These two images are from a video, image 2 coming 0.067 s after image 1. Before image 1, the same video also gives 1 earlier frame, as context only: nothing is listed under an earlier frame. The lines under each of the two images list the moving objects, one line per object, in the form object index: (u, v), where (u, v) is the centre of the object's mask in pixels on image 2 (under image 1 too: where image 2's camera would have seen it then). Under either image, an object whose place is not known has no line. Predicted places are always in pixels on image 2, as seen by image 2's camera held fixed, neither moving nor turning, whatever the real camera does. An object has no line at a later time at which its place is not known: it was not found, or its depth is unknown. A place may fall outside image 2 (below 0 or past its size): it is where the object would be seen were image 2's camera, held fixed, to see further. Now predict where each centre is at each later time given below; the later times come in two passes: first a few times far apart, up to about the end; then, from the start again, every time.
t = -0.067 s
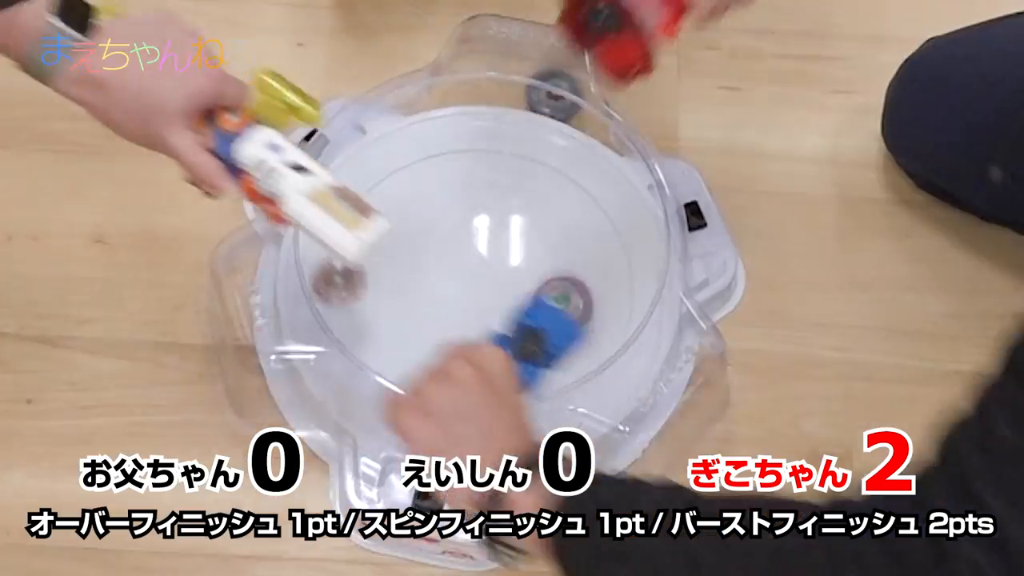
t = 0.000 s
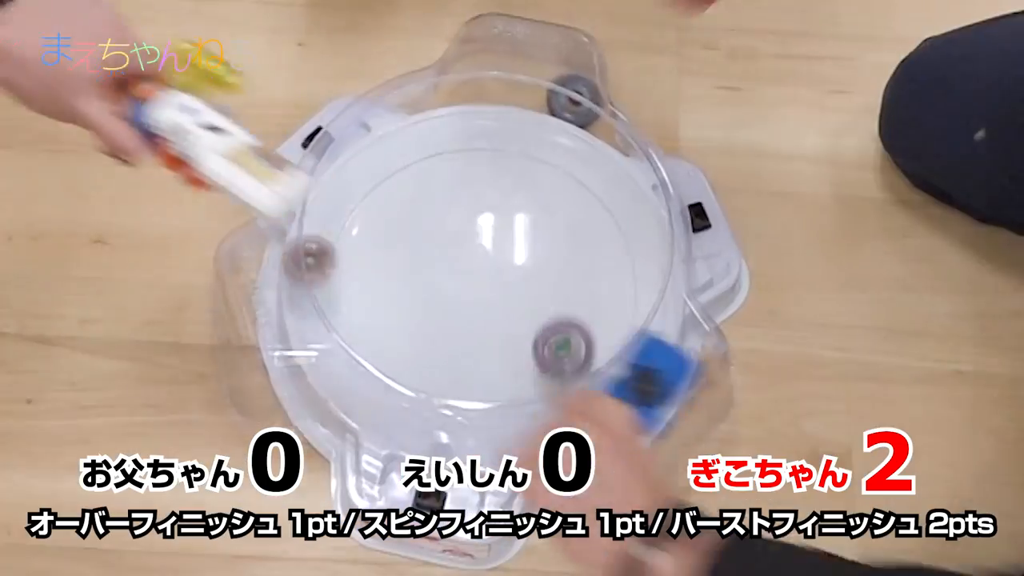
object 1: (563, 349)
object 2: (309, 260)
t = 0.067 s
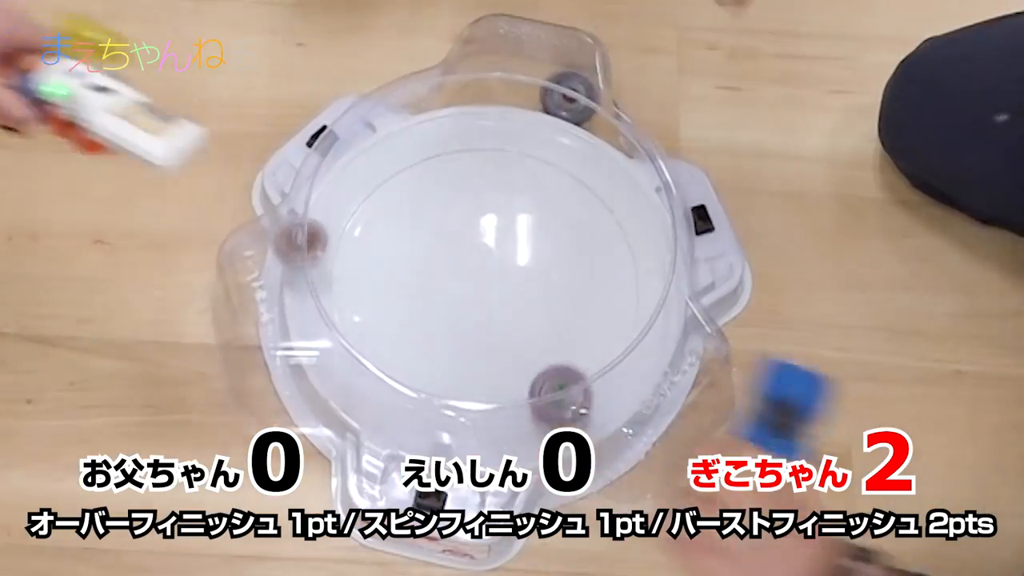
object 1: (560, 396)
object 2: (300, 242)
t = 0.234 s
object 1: (552, 406)
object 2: (359, 241)
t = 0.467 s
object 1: (531, 323)
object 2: (509, 255)
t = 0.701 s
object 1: (520, 357)
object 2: (518, 129)
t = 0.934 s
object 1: (507, 349)
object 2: (456, 156)
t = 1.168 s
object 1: (462, 314)
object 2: (416, 266)
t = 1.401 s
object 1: (455, 333)
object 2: (439, 257)
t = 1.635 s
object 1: (460, 330)
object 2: (472, 225)
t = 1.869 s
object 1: (463, 281)
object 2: (474, 204)
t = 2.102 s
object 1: (423, 257)
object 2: (479, 194)
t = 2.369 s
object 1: (424, 261)
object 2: (487, 205)
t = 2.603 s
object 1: (454, 265)
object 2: (520, 234)
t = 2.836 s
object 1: (498, 258)
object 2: (560, 240)
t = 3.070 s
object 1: (491, 254)
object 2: (580, 224)
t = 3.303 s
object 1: (474, 265)
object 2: (550, 241)
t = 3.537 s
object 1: (464, 276)
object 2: (579, 295)
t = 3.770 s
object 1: (459, 311)
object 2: (596, 286)
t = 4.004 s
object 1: (486, 325)
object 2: (545, 291)
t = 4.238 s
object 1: (466, 326)
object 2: (531, 324)
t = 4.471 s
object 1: (462, 314)
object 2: (530, 345)
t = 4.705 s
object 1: (463, 283)
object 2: (519, 335)
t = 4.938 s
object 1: (464, 252)
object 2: (470, 330)
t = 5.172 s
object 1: (453, 230)
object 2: (444, 346)
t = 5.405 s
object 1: (448, 244)
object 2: (464, 331)
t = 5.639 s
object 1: (476, 239)
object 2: (451, 320)
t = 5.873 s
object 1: (499, 242)
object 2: (449, 306)
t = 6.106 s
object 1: (516, 260)
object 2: (441, 286)
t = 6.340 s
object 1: (523, 286)
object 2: (432, 277)
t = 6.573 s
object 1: (524, 306)
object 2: (439, 271)
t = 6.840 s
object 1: (506, 317)
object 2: (462, 250)
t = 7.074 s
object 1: (484, 316)
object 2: (467, 246)
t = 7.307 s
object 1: (460, 313)
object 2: (488, 245)
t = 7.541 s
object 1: (447, 329)
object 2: (510, 222)
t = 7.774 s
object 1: (452, 307)
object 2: (499, 227)
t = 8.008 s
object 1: (446, 282)
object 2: (515, 249)
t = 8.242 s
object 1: (454, 269)
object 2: (535, 265)
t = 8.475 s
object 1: (476, 254)
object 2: (540, 279)
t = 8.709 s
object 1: (496, 246)
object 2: (536, 294)
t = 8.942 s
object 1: (502, 249)
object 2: (523, 310)
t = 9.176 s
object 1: (501, 258)
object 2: (508, 328)
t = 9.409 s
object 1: (496, 268)
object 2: (491, 347)
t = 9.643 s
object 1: (487, 279)
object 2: (478, 352)
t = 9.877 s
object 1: (478, 281)
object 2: (462, 340)
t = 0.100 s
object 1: (555, 410)
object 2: (306, 235)
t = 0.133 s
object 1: (552, 418)
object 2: (316, 237)
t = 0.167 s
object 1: (551, 416)
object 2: (329, 237)
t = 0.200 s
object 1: (551, 411)
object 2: (343, 236)
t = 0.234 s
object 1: (552, 406)
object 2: (359, 241)
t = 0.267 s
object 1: (552, 398)
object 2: (381, 243)
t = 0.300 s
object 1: (550, 386)
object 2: (404, 247)
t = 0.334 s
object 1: (547, 371)
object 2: (427, 256)
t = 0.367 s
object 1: (544, 358)
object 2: (451, 262)
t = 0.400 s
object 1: (539, 341)
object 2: (475, 267)
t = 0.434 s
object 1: (533, 324)
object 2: (497, 272)
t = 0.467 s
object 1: (531, 323)
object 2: (509, 255)
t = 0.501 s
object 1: (530, 332)
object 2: (518, 230)
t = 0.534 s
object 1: (529, 338)
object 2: (523, 210)
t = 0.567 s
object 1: (527, 345)
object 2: (526, 186)
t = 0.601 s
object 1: (525, 350)
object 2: (527, 163)
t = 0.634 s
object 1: (524, 354)
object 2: (526, 147)
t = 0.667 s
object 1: (522, 357)
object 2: (523, 135)
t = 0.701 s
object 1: (520, 357)
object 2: (518, 129)
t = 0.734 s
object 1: (519, 359)
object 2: (511, 126)
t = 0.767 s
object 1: (517, 359)
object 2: (503, 125)
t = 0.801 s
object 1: (516, 358)
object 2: (495, 125)
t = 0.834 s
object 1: (514, 357)
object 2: (486, 128)
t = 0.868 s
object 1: (512, 355)
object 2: (476, 134)
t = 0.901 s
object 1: (510, 352)
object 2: (465, 144)
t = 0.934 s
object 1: (507, 349)
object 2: (456, 156)
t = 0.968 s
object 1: (503, 345)
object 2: (446, 172)
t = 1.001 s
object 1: (498, 341)
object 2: (437, 189)
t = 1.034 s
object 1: (492, 336)
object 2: (429, 205)
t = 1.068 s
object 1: (485, 330)
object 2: (422, 223)
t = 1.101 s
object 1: (477, 325)
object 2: (418, 240)
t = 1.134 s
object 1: (470, 320)
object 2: (416, 255)
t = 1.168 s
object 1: (462, 314)
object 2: (416, 266)
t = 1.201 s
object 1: (457, 314)
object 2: (416, 272)
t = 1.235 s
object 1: (456, 318)
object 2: (415, 268)
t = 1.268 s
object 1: (457, 323)
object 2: (417, 266)
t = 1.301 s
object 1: (457, 326)
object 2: (422, 264)
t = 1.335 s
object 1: (457, 329)
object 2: (427, 263)
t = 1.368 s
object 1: (456, 331)
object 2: (433, 260)
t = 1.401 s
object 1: (455, 333)
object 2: (439, 257)
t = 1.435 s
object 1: (453, 334)
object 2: (445, 253)
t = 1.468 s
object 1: (451, 335)
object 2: (451, 249)
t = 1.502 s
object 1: (450, 336)
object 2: (456, 245)
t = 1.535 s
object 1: (451, 335)
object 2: (461, 238)
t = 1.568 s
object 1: (453, 334)
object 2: (466, 234)
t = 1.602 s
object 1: (456, 332)
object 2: (469, 230)
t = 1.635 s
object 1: (460, 330)
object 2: (472, 225)
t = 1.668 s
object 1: (463, 327)
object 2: (474, 221)
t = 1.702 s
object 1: (465, 323)
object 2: (475, 216)
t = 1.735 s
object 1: (466, 317)
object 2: (476, 213)
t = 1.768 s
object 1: (467, 309)
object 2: (476, 209)
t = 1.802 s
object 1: (467, 299)
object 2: (476, 206)
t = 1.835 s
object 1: (466, 290)
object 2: (475, 204)
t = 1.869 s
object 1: (463, 281)
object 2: (474, 204)
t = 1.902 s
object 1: (460, 273)
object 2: (473, 204)
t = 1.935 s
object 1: (456, 264)
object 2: (472, 204)
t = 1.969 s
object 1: (450, 257)
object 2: (471, 205)
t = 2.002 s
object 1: (441, 257)
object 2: (473, 202)
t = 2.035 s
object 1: (433, 257)
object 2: (476, 199)
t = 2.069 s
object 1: (428, 257)
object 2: (478, 197)
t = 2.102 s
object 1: (423, 257)
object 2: (479, 194)
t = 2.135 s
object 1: (421, 257)
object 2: (481, 194)
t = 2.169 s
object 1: (419, 257)
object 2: (482, 193)
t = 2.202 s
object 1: (418, 258)
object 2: (482, 194)
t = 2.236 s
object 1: (418, 258)
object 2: (482, 195)
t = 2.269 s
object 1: (418, 259)
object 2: (483, 196)
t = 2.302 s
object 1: (420, 259)
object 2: (484, 199)
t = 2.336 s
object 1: (421, 260)
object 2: (485, 201)
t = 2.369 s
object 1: (424, 261)
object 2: (487, 205)
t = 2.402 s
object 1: (426, 261)
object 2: (489, 208)
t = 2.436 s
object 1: (429, 262)
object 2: (493, 212)
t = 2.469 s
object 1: (433, 262)
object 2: (497, 217)
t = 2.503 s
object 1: (438, 263)
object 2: (501, 222)
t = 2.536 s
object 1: (443, 264)
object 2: (507, 227)
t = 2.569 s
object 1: (448, 264)
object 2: (513, 231)
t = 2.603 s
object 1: (454, 265)
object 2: (520, 234)
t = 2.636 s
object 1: (460, 265)
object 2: (526, 237)
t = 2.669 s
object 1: (467, 265)
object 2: (533, 239)
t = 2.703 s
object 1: (474, 264)
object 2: (540, 241)
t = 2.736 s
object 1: (480, 263)
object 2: (546, 241)
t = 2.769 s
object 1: (487, 262)
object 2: (552, 242)
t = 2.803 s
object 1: (492, 260)
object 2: (556, 240)
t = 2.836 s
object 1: (498, 258)
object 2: (560, 240)
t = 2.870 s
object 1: (503, 256)
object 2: (564, 238)
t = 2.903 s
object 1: (508, 255)
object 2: (566, 236)
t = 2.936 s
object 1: (509, 254)
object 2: (570, 234)
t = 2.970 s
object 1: (505, 254)
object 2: (576, 231)
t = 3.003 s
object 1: (501, 254)
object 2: (580, 228)
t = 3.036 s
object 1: (496, 254)
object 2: (580, 226)
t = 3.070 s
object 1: (491, 254)
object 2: (580, 224)
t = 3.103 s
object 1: (486, 254)
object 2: (577, 222)
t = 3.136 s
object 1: (482, 255)
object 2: (573, 221)
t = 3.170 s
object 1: (479, 257)
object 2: (569, 221)
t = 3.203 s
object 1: (477, 259)
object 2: (563, 224)
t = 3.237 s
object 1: (475, 261)
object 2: (558, 228)
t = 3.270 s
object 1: (474, 263)
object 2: (554, 234)
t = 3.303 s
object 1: (474, 265)
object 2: (550, 241)
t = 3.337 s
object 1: (475, 266)
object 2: (547, 249)
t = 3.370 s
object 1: (478, 267)
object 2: (545, 257)
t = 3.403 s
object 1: (482, 268)
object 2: (545, 266)
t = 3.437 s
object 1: (477, 269)
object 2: (554, 277)
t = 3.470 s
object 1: (470, 271)
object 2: (564, 286)
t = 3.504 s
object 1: (467, 273)
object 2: (571, 290)
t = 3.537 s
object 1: (464, 276)
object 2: (579, 295)
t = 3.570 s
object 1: (461, 281)
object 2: (585, 297)
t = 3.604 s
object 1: (458, 285)
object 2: (591, 298)
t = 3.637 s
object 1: (456, 291)
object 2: (595, 297)
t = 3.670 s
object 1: (456, 296)
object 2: (597, 295)
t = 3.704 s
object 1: (456, 301)
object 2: (598, 292)
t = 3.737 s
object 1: (457, 307)
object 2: (598, 289)
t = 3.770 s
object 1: (459, 311)
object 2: (596, 286)
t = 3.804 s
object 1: (462, 315)
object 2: (591, 284)
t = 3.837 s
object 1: (465, 319)
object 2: (586, 283)
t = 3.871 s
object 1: (469, 322)
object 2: (579, 283)
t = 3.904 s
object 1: (473, 325)
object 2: (572, 283)
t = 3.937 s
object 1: (477, 326)
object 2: (563, 284)
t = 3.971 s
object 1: (482, 327)
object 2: (555, 286)
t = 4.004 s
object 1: (486, 325)
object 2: (545, 291)
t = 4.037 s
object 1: (486, 324)
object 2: (540, 295)
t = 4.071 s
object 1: (482, 324)
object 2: (538, 299)
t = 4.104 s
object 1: (477, 324)
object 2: (537, 303)
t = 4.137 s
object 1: (473, 324)
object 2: (536, 308)
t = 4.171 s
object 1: (470, 325)
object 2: (535, 313)
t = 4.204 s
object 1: (468, 325)
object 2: (533, 318)
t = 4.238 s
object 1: (466, 326)
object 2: (531, 324)
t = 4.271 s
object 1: (465, 325)
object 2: (530, 328)
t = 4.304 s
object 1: (464, 325)
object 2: (528, 333)
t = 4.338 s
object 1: (463, 324)
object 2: (527, 337)
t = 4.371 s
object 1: (463, 322)
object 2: (528, 340)
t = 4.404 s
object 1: (462, 320)
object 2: (528, 342)
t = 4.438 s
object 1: (462, 317)
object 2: (530, 344)
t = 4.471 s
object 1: (462, 314)
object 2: (530, 345)
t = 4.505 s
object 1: (462, 310)
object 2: (531, 345)
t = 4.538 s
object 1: (462, 305)
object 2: (532, 344)
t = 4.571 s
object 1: (461, 300)
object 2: (533, 342)
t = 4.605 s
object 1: (461, 296)
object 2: (532, 341)
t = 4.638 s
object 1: (462, 292)
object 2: (529, 339)
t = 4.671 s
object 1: (462, 287)
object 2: (525, 337)
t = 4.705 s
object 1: (463, 283)
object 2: (519, 335)
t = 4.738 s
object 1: (464, 279)
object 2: (512, 334)
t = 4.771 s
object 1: (465, 275)
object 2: (506, 332)
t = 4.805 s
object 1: (465, 270)
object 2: (499, 330)
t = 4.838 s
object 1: (465, 266)
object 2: (491, 329)
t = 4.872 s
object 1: (465, 261)
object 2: (484, 330)
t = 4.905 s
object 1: (465, 256)
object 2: (477, 330)
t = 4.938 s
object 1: (464, 252)
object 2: (470, 330)
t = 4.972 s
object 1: (463, 248)
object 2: (464, 331)
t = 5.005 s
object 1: (462, 244)
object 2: (458, 333)
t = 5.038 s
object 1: (461, 240)
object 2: (454, 336)
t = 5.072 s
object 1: (460, 237)
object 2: (450, 338)
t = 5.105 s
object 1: (458, 235)
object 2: (446, 340)
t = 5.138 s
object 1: (456, 232)
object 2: (444, 343)
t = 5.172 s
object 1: (453, 230)
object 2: (444, 346)
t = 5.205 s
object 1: (452, 230)
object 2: (446, 348)
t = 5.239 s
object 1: (450, 230)
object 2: (449, 348)
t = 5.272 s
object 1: (448, 231)
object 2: (452, 348)
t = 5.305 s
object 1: (447, 233)
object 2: (457, 345)
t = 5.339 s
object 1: (447, 235)
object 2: (461, 342)
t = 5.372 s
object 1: (447, 239)
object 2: (463, 337)
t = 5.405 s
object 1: (448, 244)
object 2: (464, 331)
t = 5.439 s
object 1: (450, 249)
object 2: (464, 324)
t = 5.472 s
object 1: (453, 254)
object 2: (461, 317)
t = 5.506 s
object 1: (457, 253)
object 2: (457, 317)
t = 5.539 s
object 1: (462, 247)
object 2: (454, 320)
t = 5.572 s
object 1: (467, 243)
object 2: (452, 320)
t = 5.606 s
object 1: (472, 240)
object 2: (451, 320)
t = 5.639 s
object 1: (476, 239)
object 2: (451, 320)
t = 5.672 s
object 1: (480, 237)
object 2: (451, 321)
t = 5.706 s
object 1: (483, 237)
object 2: (453, 319)
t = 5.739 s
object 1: (486, 237)
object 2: (453, 318)
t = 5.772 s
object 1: (489, 238)
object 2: (452, 316)
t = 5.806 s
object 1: (492, 239)
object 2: (451, 313)
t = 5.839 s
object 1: (495, 240)
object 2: (450, 310)
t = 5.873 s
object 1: (499, 242)
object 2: (449, 306)
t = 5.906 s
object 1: (502, 244)
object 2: (448, 303)
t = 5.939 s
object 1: (505, 246)
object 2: (448, 300)
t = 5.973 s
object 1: (508, 248)
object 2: (446, 298)
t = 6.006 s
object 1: (510, 250)
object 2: (445, 295)
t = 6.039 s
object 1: (513, 253)
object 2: (443, 291)
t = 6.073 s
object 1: (514, 256)
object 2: (442, 289)
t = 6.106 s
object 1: (516, 260)
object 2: (441, 286)
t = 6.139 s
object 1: (517, 263)
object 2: (438, 284)
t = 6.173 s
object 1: (518, 267)
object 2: (437, 281)
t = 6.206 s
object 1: (519, 270)
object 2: (435, 279)
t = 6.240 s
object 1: (520, 275)
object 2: (434, 278)
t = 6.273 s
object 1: (521, 279)
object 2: (433, 278)
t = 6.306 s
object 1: (522, 283)
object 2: (433, 277)
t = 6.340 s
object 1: (523, 286)
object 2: (432, 277)
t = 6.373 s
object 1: (524, 290)
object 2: (432, 277)
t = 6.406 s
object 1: (525, 293)
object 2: (432, 277)
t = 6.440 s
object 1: (525, 296)
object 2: (433, 277)
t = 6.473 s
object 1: (526, 299)
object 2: (433, 276)
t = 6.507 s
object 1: (525, 302)
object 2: (435, 274)
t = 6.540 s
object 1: (525, 304)
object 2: (436, 273)
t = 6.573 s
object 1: (524, 306)
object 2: (439, 271)
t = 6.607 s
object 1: (523, 309)
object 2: (442, 269)
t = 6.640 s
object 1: (521, 310)
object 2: (445, 267)
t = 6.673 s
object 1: (520, 312)
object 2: (449, 263)
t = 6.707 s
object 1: (517, 313)
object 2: (452, 262)
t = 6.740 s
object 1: (515, 315)
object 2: (454, 259)
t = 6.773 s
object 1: (513, 316)
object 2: (457, 257)
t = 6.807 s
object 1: (509, 317)
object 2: (460, 252)
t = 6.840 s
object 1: (506, 317)
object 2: (462, 250)
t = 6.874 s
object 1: (503, 318)
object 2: (465, 247)
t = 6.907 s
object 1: (500, 318)
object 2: (466, 246)
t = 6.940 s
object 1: (496, 318)
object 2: (466, 246)
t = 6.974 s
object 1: (493, 318)
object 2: (467, 245)
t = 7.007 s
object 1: (490, 318)
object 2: (467, 244)
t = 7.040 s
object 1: (487, 317)
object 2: (466, 245)
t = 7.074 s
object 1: (484, 316)
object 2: (467, 246)
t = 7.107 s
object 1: (482, 314)
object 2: (468, 246)
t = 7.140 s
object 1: (479, 313)
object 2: (469, 247)
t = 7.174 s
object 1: (476, 311)
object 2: (470, 248)
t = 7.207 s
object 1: (473, 310)
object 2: (472, 249)
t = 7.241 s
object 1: (471, 309)
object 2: (474, 250)
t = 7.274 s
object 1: (468, 307)
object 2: (478, 251)
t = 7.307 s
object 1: (460, 313)
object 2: (488, 245)
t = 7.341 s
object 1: (454, 320)
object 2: (498, 237)
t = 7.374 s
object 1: (449, 325)
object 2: (505, 233)
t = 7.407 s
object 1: (447, 328)
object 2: (510, 229)
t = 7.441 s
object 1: (445, 330)
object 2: (512, 226)
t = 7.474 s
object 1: (446, 331)
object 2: (512, 224)
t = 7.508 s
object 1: (446, 331)
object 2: (511, 223)
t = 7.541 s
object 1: (447, 329)
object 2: (510, 222)
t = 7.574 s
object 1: (447, 328)
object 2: (508, 221)
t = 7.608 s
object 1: (448, 325)
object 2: (506, 220)
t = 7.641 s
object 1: (450, 322)
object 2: (505, 220)
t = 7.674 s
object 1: (451, 319)
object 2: (503, 221)
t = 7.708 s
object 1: (451, 315)
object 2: (501, 223)
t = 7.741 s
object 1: (452, 311)
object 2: (500, 225)
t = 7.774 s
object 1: (452, 307)
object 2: (499, 227)
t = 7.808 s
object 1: (453, 303)
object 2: (498, 230)
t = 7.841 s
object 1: (453, 298)
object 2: (498, 235)
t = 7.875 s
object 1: (454, 293)
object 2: (498, 239)
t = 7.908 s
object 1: (455, 288)
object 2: (498, 243)
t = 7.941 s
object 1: (454, 284)
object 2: (501, 246)
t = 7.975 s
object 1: (449, 283)
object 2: (509, 248)
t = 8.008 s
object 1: (446, 282)
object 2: (515, 249)
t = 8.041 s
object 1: (445, 281)
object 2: (519, 252)
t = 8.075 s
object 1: (445, 280)
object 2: (522, 254)
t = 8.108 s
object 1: (446, 279)
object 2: (524, 256)
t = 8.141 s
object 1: (448, 276)
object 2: (528, 258)
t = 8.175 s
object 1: (450, 274)
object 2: (531, 261)
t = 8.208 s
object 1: (452, 271)
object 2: (533, 264)
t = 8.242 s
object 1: (454, 269)
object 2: (535, 265)
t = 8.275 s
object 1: (457, 267)
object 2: (537, 267)
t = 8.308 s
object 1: (460, 265)
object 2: (538, 269)
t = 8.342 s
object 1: (463, 262)
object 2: (539, 270)
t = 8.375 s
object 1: (466, 260)
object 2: (540, 272)
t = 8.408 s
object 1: (469, 258)
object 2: (540, 274)
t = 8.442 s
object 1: (473, 256)
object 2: (540, 277)
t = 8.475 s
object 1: (476, 254)
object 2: (540, 279)
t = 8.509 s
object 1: (479, 253)
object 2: (540, 281)
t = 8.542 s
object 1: (483, 251)
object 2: (540, 284)
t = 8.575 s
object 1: (486, 250)
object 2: (540, 286)
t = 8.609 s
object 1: (489, 248)
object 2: (539, 289)
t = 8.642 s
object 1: (492, 247)
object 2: (538, 290)
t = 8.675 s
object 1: (494, 247)
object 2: (537, 292)
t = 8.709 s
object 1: (496, 246)
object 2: (536, 294)
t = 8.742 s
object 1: (499, 246)
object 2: (534, 296)
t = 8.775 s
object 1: (501, 247)
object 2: (533, 297)
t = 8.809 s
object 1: (503, 247)
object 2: (531, 299)
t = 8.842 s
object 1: (503, 246)
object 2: (530, 303)
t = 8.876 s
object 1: (503, 247)
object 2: (528, 306)
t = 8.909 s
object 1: (502, 248)
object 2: (526, 308)
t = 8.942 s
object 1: (502, 249)
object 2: (523, 310)
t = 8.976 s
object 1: (502, 251)
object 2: (521, 312)
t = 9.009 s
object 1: (502, 253)
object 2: (519, 312)
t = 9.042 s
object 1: (502, 256)
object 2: (518, 313)
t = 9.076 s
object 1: (503, 258)
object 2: (517, 315)
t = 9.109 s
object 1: (502, 257)
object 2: (514, 321)
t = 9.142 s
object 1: (502, 258)
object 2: (510, 324)
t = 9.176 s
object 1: (501, 258)
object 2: (508, 328)
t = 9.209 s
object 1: (501, 259)
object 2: (505, 332)
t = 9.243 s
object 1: (501, 260)
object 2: (503, 335)
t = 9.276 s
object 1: (500, 262)
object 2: (501, 338)
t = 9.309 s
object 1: (499, 263)
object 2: (498, 340)
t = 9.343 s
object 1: (498, 265)
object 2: (496, 343)
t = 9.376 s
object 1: (497, 267)
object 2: (493, 345)
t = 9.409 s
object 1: (496, 268)
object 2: (491, 347)
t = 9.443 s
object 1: (495, 270)
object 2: (488, 349)
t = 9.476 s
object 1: (494, 271)
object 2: (487, 350)
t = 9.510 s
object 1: (493, 273)
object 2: (485, 351)
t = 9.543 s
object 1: (491, 275)
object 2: (483, 353)
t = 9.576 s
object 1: (490, 276)
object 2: (482, 353)
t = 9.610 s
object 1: (489, 277)
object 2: (480, 352)
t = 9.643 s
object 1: (487, 279)
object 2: (478, 352)
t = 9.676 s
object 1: (486, 280)
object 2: (477, 351)
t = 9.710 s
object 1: (484, 282)
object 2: (475, 349)
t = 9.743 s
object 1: (483, 283)
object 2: (473, 347)
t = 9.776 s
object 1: (481, 284)
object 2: (471, 344)
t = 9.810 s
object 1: (479, 286)
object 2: (468, 342)
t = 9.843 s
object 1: (479, 283)
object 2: (465, 342)
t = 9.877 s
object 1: (478, 281)
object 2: (462, 340)
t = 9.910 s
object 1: (477, 280)
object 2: (459, 338)
